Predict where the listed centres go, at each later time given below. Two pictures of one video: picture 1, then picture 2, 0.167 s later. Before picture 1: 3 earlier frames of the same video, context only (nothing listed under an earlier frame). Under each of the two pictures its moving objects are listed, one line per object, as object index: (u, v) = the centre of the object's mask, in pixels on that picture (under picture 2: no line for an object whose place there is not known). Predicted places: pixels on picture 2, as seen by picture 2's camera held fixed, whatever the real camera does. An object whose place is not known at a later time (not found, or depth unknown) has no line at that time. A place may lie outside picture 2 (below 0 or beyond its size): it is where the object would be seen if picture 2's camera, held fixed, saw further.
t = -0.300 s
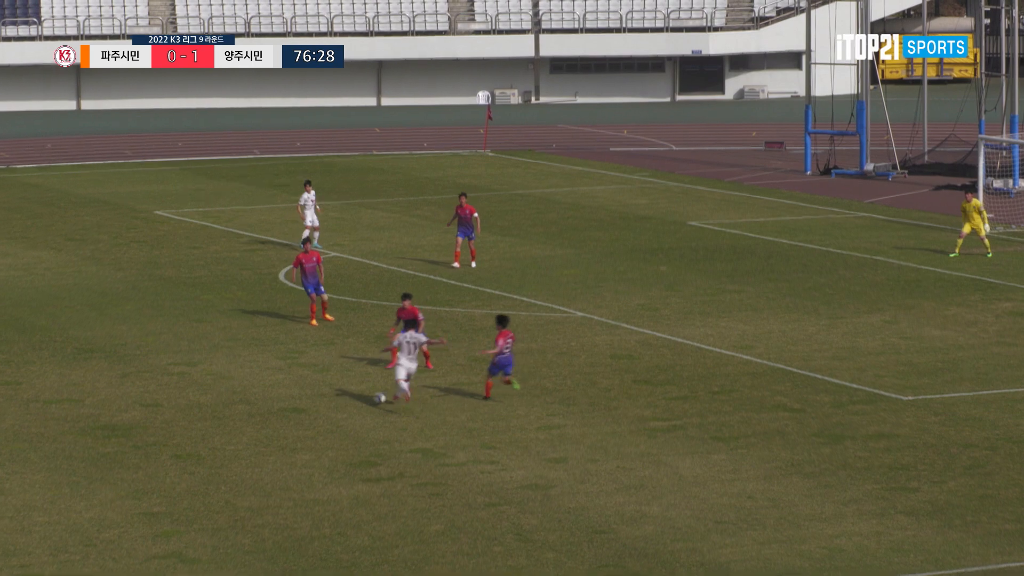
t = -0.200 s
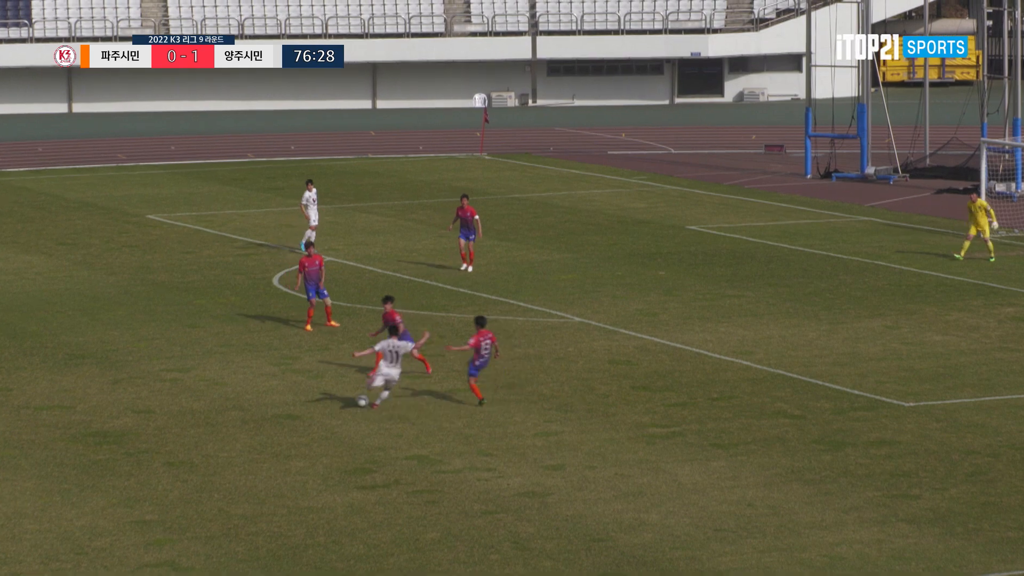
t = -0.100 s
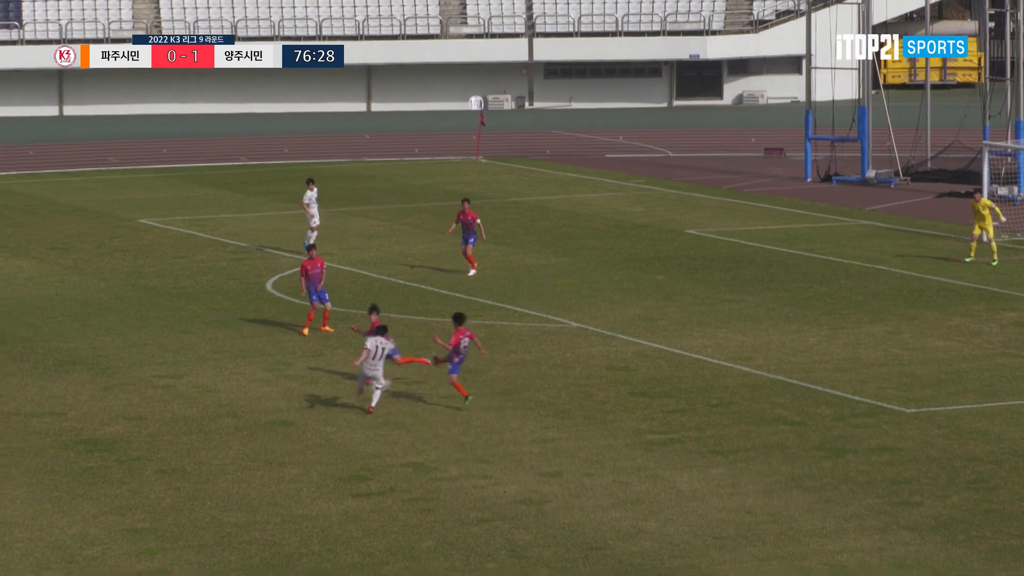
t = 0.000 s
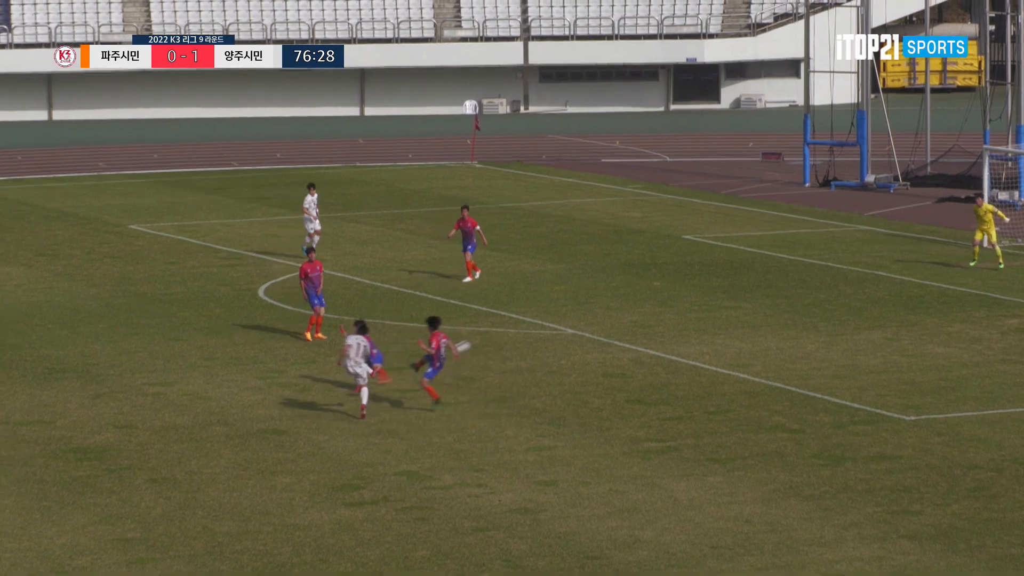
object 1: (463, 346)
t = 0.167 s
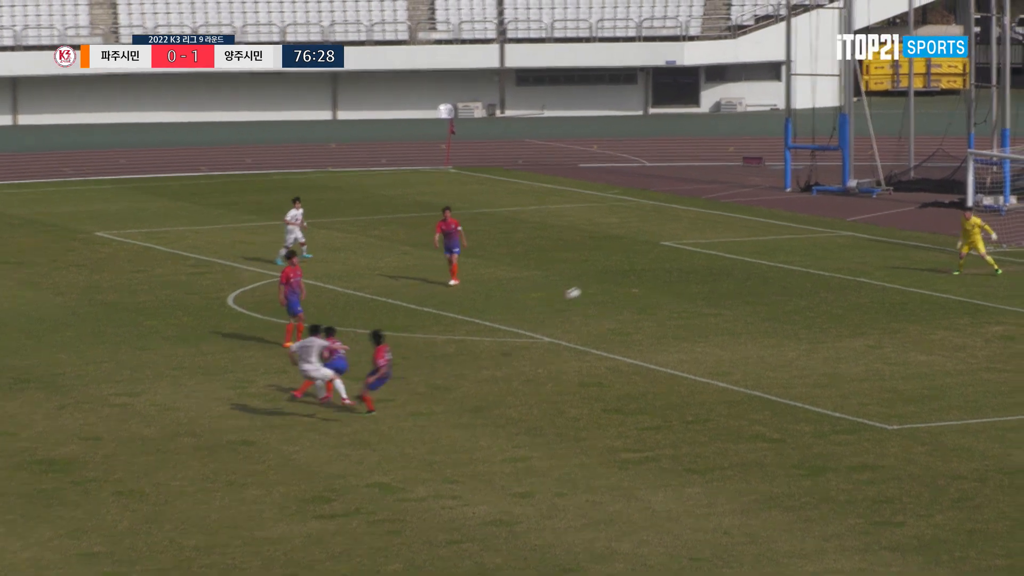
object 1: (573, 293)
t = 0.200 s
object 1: (597, 283)
